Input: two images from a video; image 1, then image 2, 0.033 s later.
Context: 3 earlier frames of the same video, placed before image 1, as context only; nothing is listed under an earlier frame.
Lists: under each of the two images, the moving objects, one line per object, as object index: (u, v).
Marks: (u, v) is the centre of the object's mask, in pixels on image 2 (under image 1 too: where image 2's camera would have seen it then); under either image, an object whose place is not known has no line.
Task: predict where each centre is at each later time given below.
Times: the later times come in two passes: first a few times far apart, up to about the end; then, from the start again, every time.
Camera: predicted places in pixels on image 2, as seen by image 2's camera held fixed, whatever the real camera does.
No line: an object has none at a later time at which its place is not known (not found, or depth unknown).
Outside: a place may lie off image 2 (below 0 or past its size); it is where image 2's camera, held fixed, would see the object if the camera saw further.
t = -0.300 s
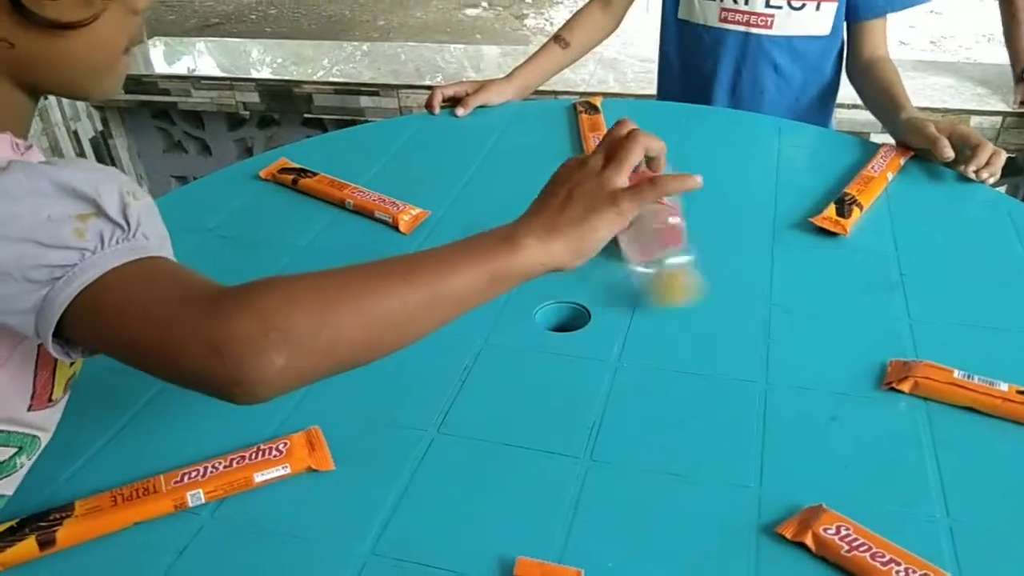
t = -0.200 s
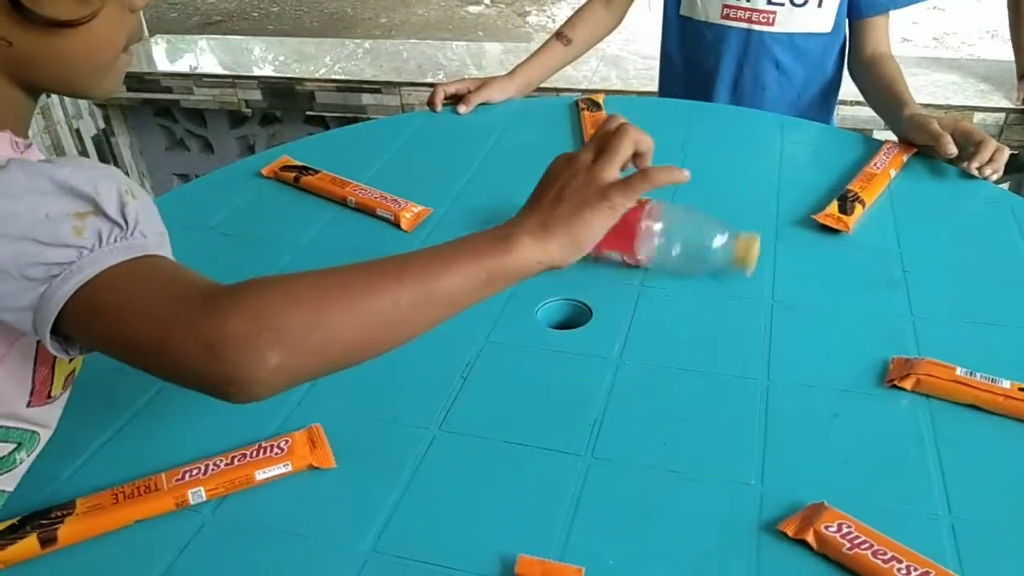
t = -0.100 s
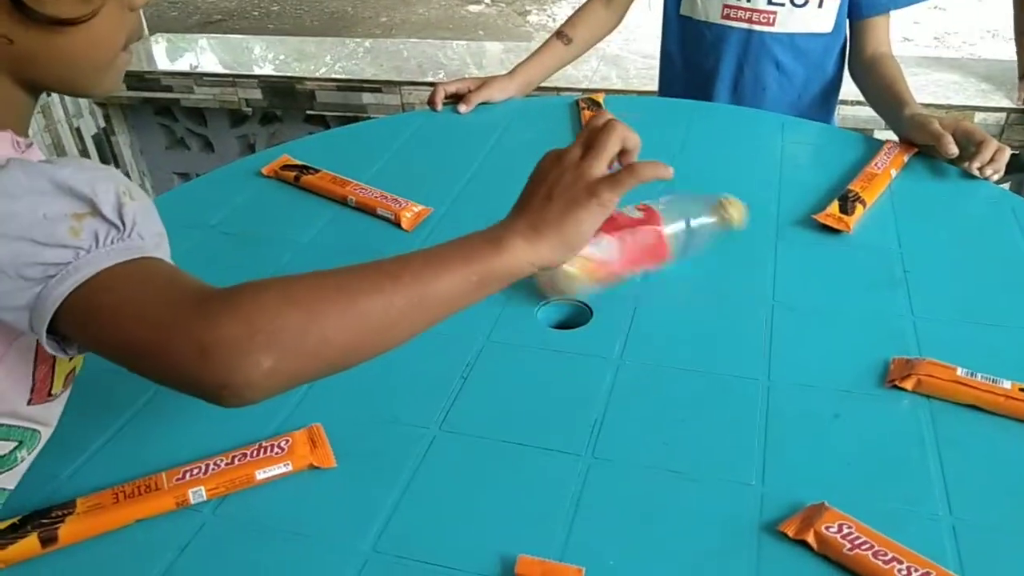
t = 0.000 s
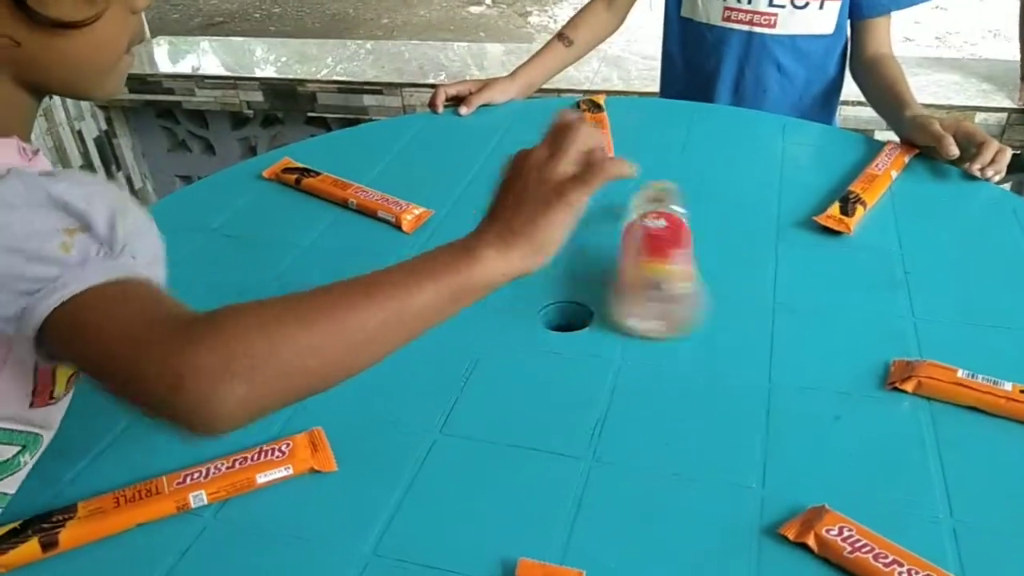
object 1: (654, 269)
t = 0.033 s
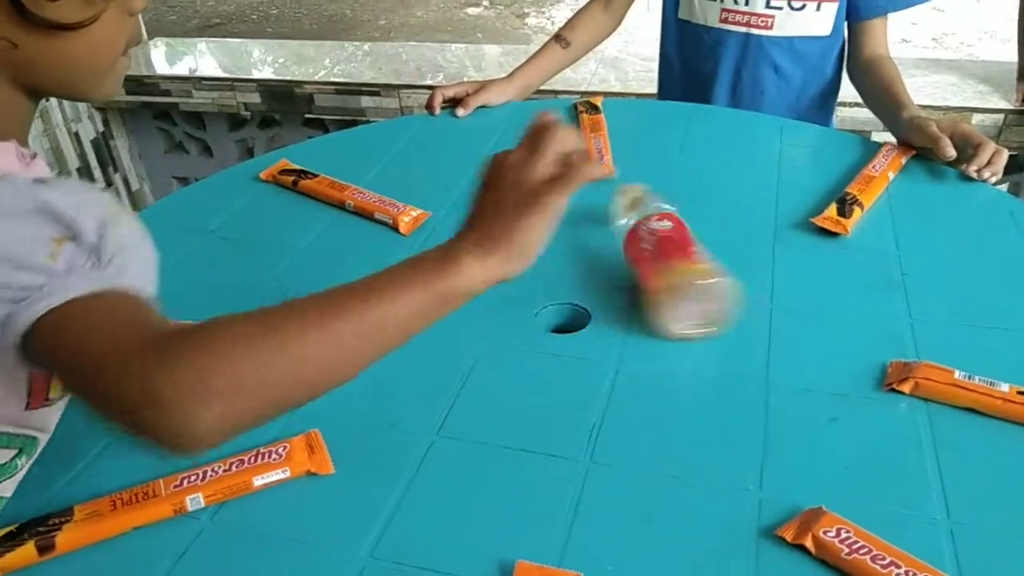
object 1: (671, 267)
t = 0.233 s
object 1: (680, 237)
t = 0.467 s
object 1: (652, 234)
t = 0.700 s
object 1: (629, 243)
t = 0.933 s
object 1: (633, 268)
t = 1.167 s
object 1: (684, 288)
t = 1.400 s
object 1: (732, 291)
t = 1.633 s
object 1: (752, 289)
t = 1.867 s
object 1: (757, 289)
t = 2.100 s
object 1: (756, 288)
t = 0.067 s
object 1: (681, 260)
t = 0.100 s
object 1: (685, 254)
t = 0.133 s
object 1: (685, 248)
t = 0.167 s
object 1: (683, 243)
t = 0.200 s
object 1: (682, 240)
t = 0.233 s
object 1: (680, 237)
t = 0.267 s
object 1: (676, 234)
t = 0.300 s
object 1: (673, 232)
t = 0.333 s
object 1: (668, 231)
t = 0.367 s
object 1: (664, 231)
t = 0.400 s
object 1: (660, 231)
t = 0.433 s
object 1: (655, 233)
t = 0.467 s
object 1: (652, 234)
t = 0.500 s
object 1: (650, 236)
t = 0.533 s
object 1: (647, 237)
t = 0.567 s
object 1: (642, 236)
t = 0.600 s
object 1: (637, 237)
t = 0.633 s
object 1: (633, 238)
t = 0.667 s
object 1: (630, 240)
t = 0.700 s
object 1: (629, 243)
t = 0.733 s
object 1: (629, 245)
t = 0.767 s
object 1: (630, 247)
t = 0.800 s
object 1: (628, 251)
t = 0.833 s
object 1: (627, 255)
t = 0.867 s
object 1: (628, 260)
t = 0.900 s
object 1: (629, 265)
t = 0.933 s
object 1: (633, 268)
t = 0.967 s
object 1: (637, 271)
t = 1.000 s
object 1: (643, 275)
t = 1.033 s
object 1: (651, 279)
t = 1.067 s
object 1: (660, 284)
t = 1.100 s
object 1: (668, 286)
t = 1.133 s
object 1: (676, 287)
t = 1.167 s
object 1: (684, 288)
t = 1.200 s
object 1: (694, 290)
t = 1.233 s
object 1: (703, 291)
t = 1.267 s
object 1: (710, 292)
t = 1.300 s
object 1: (716, 292)
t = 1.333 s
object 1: (722, 292)
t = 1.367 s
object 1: (727, 291)
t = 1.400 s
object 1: (732, 291)
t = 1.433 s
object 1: (736, 290)
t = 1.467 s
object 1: (740, 290)
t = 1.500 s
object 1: (743, 290)
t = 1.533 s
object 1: (746, 290)
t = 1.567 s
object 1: (748, 290)
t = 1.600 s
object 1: (750, 289)
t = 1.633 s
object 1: (752, 289)
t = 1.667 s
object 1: (753, 288)
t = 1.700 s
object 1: (754, 288)
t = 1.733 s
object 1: (755, 287)
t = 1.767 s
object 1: (756, 288)
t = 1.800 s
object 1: (756, 288)
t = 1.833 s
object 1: (756, 288)
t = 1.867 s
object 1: (757, 289)
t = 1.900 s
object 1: (757, 288)
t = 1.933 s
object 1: (757, 288)
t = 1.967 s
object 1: (757, 288)
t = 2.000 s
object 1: (757, 288)
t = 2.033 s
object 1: (757, 287)
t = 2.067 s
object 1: (757, 288)
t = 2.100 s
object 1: (756, 288)
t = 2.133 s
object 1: (756, 289)
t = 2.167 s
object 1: (755, 288)
